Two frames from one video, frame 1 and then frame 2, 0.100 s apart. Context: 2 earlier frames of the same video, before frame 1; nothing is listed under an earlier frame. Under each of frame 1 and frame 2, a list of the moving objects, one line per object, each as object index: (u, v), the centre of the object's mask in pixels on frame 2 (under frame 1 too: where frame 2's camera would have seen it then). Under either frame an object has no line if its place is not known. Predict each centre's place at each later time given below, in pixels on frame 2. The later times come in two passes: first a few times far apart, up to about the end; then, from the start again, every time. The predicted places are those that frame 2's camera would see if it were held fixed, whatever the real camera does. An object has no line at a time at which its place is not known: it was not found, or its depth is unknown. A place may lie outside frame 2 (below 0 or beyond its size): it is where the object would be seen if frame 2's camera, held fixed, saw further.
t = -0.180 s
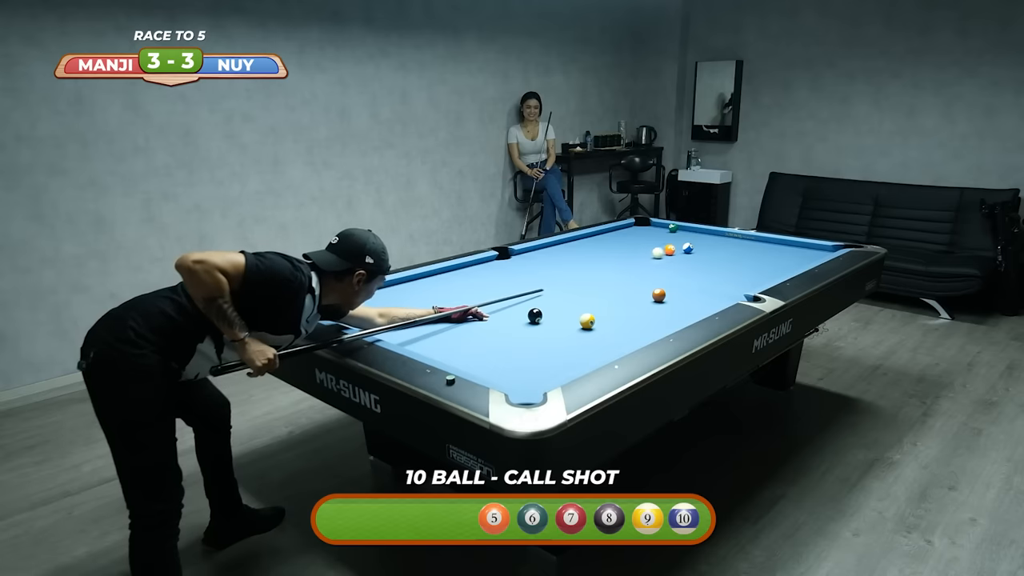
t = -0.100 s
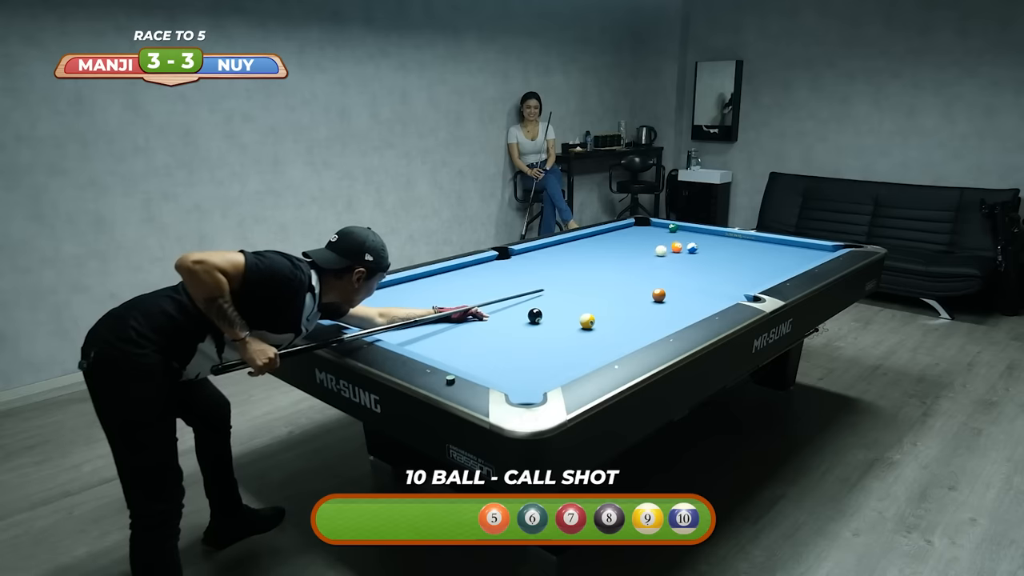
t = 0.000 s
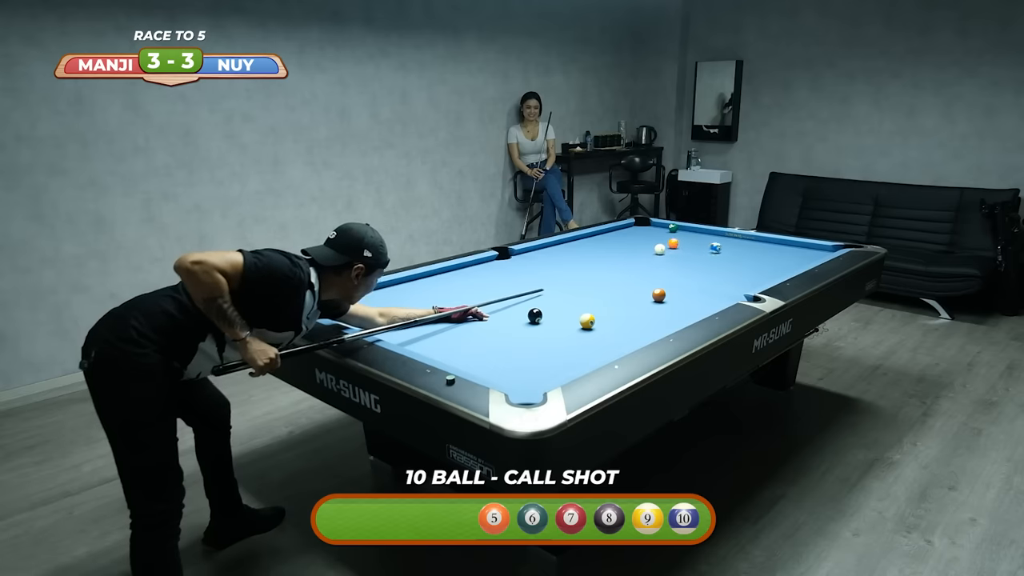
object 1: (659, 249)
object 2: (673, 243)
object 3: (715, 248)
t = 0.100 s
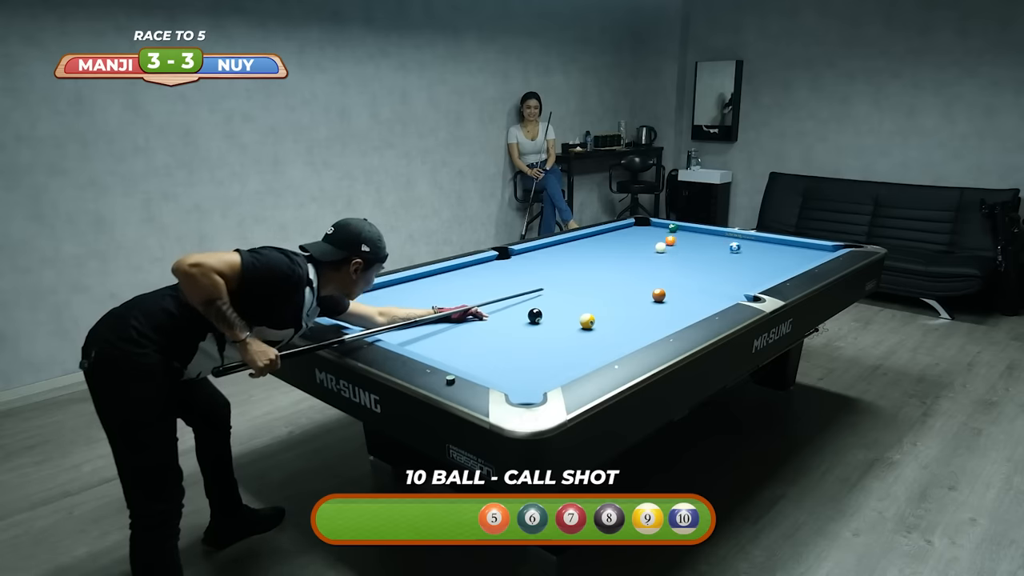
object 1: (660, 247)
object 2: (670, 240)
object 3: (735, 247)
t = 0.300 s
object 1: (663, 244)
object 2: (665, 234)
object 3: (770, 247)
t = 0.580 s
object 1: (665, 239)
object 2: (659, 228)
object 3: (818, 246)
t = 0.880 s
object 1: (668, 235)
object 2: (649, 223)
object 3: (829, 250)
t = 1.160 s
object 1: (670, 231)
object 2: (636, 224)
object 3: (812, 252)
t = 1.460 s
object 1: (672, 229)
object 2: (635, 226)
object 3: (794, 253)
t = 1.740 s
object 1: (673, 229)
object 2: (634, 229)
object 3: (778, 253)
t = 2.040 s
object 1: (673, 228)
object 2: (634, 231)
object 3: (762, 254)
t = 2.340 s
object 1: (673, 229)
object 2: (634, 232)
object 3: (749, 253)
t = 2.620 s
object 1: (673, 229)
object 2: (634, 234)
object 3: (737, 254)
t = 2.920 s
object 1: (673, 228)
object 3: (727, 254)
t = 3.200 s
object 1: (673, 229)
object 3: (717, 254)
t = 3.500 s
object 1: (673, 228)
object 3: (710, 254)
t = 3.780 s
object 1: (673, 228)
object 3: (703, 254)
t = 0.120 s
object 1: (660, 247)
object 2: (670, 239)
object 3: (738, 247)
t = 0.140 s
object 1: (660, 246)
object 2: (669, 239)
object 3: (742, 248)
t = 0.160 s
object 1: (661, 246)
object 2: (668, 238)
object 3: (744, 248)
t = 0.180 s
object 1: (661, 246)
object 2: (668, 237)
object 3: (748, 247)
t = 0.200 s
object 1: (661, 245)
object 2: (667, 237)
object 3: (752, 247)
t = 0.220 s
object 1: (662, 245)
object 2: (667, 237)
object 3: (756, 247)
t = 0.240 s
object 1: (662, 245)
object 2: (667, 236)
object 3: (759, 248)
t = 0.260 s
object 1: (662, 244)
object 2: (666, 235)
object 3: (762, 247)
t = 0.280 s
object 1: (662, 244)
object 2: (666, 235)
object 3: (766, 247)
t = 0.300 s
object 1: (663, 244)
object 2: (665, 234)
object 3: (770, 247)
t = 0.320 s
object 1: (663, 244)
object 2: (665, 234)
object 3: (773, 247)
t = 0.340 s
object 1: (663, 243)
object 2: (664, 234)
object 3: (776, 247)
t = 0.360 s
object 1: (663, 243)
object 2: (664, 233)
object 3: (780, 247)
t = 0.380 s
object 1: (664, 242)
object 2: (663, 232)
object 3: (783, 247)
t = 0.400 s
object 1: (664, 242)
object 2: (663, 232)
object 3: (787, 246)
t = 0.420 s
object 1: (664, 242)
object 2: (662, 232)
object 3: (790, 247)
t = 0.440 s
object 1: (664, 241)
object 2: (662, 231)
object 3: (793, 247)
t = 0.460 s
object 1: (664, 241)
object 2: (661, 231)
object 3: (796, 247)
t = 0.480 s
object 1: (665, 241)
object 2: (661, 230)
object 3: (801, 246)
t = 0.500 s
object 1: (665, 240)
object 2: (660, 230)
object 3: (804, 246)
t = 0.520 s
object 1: (665, 240)
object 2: (660, 229)
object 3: (807, 247)
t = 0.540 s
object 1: (665, 240)
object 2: (660, 229)
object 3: (810, 247)
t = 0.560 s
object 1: (665, 240)
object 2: (659, 229)
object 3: (814, 246)
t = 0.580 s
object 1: (665, 239)
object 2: (659, 228)
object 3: (818, 246)
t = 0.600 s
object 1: (666, 239)
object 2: (658, 228)
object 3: (821, 247)
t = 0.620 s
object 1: (666, 239)
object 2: (658, 227)
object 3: (821, 247)
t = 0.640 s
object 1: (666, 238)
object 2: (657, 227)
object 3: (822, 248)
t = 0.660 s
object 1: (666, 238)
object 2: (657, 226)
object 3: (823, 248)
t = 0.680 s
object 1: (666, 238)
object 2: (657, 226)
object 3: (824, 249)
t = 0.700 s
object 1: (667, 238)
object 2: (656, 225)
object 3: (825, 249)
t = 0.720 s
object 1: (667, 237)
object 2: (656, 225)
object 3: (826, 250)
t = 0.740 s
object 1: (667, 237)
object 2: (656, 225)
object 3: (828, 250)
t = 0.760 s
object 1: (667, 237)
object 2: (655, 224)
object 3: (829, 250)
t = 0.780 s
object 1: (667, 236)
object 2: (655, 224)
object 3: (830, 250)
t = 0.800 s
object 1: (667, 236)
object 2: (654, 224)
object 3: (831, 250)
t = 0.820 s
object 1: (668, 236)
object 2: (653, 223)
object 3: (832, 250)
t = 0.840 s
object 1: (668, 235)
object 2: (652, 223)
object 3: (832, 250)
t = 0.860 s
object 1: (668, 235)
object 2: (650, 223)
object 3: (831, 250)
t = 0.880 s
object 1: (668, 235)
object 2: (649, 223)
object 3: (829, 250)
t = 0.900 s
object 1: (668, 235)
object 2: (648, 224)
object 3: (828, 250)
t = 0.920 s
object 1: (669, 234)
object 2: (647, 224)
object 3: (826, 251)
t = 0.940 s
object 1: (669, 234)
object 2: (645, 223)
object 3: (825, 251)
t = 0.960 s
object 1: (669, 234)
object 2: (644, 224)
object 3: (823, 251)
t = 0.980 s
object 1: (669, 234)
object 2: (643, 224)
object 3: (822, 251)
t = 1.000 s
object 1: (669, 233)
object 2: (642, 224)
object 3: (821, 252)
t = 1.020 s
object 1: (670, 233)
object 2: (640, 223)
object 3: (820, 252)
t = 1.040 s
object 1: (670, 233)
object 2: (639, 224)
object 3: (819, 252)
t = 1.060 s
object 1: (670, 233)
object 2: (638, 224)
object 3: (818, 252)
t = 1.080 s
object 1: (670, 232)
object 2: (637, 224)
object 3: (817, 252)
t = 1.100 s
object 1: (670, 232)
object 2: (636, 223)
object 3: (816, 252)
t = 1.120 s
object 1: (670, 232)
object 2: (636, 224)
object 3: (814, 252)
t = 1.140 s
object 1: (670, 232)
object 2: (636, 223)
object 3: (813, 252)
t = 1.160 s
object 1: (670, 231)
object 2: (636, 224)
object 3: (812, 252)
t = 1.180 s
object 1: (671, 231)
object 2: (636, 224)
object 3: (810, 252)
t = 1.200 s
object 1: (671, 231)
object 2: (635, 224)
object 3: (810, 252)
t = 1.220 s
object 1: (671, 231)
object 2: (635, 224)
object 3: (808, 252)
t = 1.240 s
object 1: (671, 230)
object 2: (635, 224)
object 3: (807, 252)
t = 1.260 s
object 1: (671, 230)
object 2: (635, 225)
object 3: (805, 252)
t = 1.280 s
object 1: (672, 229)
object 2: (635, 225)
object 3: (804, 252)
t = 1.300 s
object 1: (672, 229)
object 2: (635, 225)
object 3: (803, 252)
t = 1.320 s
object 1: (672, 229)
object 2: (635, 225)
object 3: (802, 252)
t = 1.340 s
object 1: (672, 229)
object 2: (635, 225)
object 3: (800, 252)
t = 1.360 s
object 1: (672, 229)
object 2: (635, 225)
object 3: (799, 252)
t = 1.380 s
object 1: (672, 229)
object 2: (635, 226)
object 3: (798, 252)
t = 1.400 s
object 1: (672, 229)
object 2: (635, 226)
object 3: (797, 253)
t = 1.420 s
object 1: (672, 229)
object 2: (635, 226)
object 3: (796, 253)
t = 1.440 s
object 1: (672, 229)
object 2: (635, 226)
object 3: (795, 253)
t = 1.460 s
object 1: (672, 229)
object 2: (635, 226)
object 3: (794, 253)
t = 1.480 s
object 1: (672, 229)
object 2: (635, 226)
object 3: (792, 253)
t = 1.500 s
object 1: (672, 229)
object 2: (635, 227)
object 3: (791, 253)
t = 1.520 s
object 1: (672, 229)
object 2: (635, 227)
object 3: (790, 253)
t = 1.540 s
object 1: (672, 229)
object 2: (635, 227)
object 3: (789, 253)
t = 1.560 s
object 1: (672, 229)
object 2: (635, 227)
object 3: (788, 253)
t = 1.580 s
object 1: (672, 229)
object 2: (635, 227)
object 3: (787, 253)
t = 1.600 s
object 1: (672, 229)
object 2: (635, 227)
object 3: (786, 253)
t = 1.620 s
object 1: (672, 229)
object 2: (635, 228)
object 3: (785, 253)
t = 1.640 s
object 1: (672, 229)
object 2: (635, 228)
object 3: (784, 253)
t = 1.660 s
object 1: (672, 229)
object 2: (635, 228)
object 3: (782, 253)
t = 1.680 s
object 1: (672, 229)
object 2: (634, 228)
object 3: (781, 253)
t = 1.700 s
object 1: (672, 229)
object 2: (634, 228)
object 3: (780, 253)
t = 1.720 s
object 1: (672, 229)
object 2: (634, 228)
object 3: (779, 253)
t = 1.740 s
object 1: (673, 229)
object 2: (634, 229)
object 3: (778, 253)
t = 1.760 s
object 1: (673, 229)
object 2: (634, 229)
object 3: (777, 253)
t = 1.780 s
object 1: (673, 228)
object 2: (634, 229)
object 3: (776, 253)
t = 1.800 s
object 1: (673, 228)
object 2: (634, 229)
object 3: (775, 253)
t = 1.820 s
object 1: (673, 229)
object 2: (634, 229)
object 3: (773, 253)
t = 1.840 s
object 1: (673, 229)
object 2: (634, 229)
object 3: (772, 253)
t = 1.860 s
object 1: (673, 229)
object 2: (634, 230)
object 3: (772, 253)
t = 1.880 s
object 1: (673, 229)
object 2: (634, 230)
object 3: (771, 253)
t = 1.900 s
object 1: (673, 229)
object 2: (634, 230)
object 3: (770, 253)
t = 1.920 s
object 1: (673, 229)
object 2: (634, 230)
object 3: (769, 253)
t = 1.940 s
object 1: (673, 229)
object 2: (634, 230)
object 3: (768, 253)
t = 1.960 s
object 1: (673, 229)
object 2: (634, 230)
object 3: (767, 253)
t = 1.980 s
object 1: (673, 229)
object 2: (634, 230)
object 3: (766, 253)
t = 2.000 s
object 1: (673, 228)
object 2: (634, 230)
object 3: (765, 253)
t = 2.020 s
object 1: (673, 228)
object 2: (634, 230)
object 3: (764, 253)
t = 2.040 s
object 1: (673, 228)
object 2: (634, 231)
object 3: (762, 254)
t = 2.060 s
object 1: (673, 229)
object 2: (634, 231)
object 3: (762, 254)
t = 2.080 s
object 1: (673, 229)
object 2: (634, 231)
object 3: (761, 253)
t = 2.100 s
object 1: (673, 229)
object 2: (634, 231)
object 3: (760, 253)
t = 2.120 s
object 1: (673, 229)
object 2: (634, 231)
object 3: (759, 253)
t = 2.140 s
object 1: (673, 229)
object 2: (634, 231)
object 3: (758, 253)
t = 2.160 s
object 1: (673, 229)
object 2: (634, 231)
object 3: (757, 253)
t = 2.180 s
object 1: (673, 228)
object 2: (634, 231)
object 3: (756, 253)
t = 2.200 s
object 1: (673, 229)
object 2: (634, 231)
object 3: (755, 253)
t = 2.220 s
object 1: (673, 229)
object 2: (634, 231)
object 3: (754, 253)
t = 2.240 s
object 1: (673, 229)
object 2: (634, 231)
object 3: (753, 253)
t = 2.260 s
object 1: (673, 229)
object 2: (634, 232)
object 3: (752, 253)
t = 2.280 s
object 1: (673, 229)
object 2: (634, 232)
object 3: (751, 253)
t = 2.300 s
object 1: (673, 229)
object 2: (634, 232)
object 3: (751, 253)
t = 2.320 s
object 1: (673, 229)
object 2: (634, 232)
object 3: (750, 253)
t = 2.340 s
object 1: (673, 229)
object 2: (634, 232)
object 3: (749, 253)
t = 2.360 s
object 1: (673, 229)
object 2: (634, 232)
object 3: (748, 254)
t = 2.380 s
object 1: (673, 229)
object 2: (634, 232)
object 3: (747, 254)
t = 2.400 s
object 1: (673, 229)
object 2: (634, 232)
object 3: (746, 254)
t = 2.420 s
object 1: (673, 229)
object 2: (634, 233)
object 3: (745, 254)
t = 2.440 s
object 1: (673, 229)
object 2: (634, 233)
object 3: (744, 254)
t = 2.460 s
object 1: (673, 229)
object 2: (634, 233)
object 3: (744, 254)
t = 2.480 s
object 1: (673, 229)
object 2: (634, 233)
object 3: (743, 254)
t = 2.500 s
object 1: (673, 229)
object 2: (634, 234)
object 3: (742, 254)
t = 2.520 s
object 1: (673, 229)
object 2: (634, 233)
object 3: (742, 254)
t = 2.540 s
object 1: (673, 229)
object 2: (634, 233)
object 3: (741, 254)
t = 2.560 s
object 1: (673, 229)
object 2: (634, 233)
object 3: (740, 254)
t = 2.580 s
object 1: (673, 229)
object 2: (634, 233)
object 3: (739, 254)
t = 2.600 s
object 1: (673, 229)
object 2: (634, 234)
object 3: (738, 254)
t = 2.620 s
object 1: (673, 229)
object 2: (634, 234)
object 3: (737, 254)
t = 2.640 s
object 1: (673, 229)
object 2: (634, 234)
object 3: (737, 254)
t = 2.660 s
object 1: (673, 229)
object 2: (634, 234)
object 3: (736, 254)
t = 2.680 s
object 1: (673, 229)
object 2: (634, 234)
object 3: (735, 254)
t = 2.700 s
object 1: (673, 229)
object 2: (634, 234)
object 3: (734, 254)
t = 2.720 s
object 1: (673, 228)
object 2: (634, 235)
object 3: (734, 254)
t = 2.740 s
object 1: (673, 229)
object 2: (634, 235)
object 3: (733, 254)
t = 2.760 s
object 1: (673, 228)
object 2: (634, 235)
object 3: (732, 254)
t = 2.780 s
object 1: (673, 229)
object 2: (634, 235)
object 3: (732, 254)
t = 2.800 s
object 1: (673, 229)
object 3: (731, 254)
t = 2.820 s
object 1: (673, 228)
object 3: (730, 254)
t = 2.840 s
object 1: (673, 229)
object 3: (730, 254)
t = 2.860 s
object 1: (673, 228)
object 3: (729, 254)
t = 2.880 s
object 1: (673, 229)
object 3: (728, 254)
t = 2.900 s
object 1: (673, 229)
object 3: (727, 254)
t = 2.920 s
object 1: (673, 228)
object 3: (727, 254)
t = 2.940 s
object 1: (673, 229)
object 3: (726, 254)
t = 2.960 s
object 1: (673, 228)
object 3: (725, 254)
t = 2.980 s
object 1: (673, 229)
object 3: (725, 254)
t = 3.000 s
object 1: (673, 229)
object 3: (724, 254)
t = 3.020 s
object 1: (673, 229)
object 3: (723, 254)
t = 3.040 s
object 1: (673, 229)
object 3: (723, 254)
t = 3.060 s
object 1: (673, 228)
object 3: (722, 254)
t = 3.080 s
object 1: (673, 228)
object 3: (721, 254)
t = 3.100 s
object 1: (673, 228)
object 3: (721, 254)
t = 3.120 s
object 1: (673, 228)
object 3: (720, 254)
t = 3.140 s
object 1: (673, 229)
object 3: (719, 254)
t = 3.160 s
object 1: (673, 229)
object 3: (719, 254)
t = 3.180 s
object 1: (673, 228)
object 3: (718, 254)
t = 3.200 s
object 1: (673, 229)
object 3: (717, 254)
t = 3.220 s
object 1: (673, 228)
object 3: (717, 254)
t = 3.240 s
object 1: (673, 229)
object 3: (716, 254)
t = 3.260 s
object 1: (673, 228)
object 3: (716, 254)
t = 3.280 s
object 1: (673, 229)
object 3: (715, 254)
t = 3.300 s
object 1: (673, 229)
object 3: (715, 254)
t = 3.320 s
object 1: (673, 229)
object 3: (714, 254)
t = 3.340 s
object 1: (673, 228)
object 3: (714, 254)
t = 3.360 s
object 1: (673, 229)
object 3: (713, 254)
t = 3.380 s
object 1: (673, 228)
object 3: (712, 254)
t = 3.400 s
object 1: (673, 228)
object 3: (712, 254)
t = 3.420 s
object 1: (673, 229)
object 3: (712, 254)
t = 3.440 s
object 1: (673, 229)
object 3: (711, 254)
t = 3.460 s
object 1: (673, 228)
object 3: (710, 254)
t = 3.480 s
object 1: (673, 228)
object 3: (710, 254)
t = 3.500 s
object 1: (673, 228)
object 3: (710, 254)
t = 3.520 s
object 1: (673, 229)
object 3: (709, 255)
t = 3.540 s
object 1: (673, 229)
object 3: (709, 254)
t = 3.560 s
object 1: (673, 228)
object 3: (708, 254)
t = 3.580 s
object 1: (673, 229)
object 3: (708, 254)
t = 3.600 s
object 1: (673, 229)
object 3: (707, 254)
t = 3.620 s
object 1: (673, 229)
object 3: (707, 254)
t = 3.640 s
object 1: (673, 228)
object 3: (706, 254)
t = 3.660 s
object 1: (673, 228)
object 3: (706, 254)
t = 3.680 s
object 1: (673, 229)
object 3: (705, 254)
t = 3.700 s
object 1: (673, 228)
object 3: (705, 254)
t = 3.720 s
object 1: (673, 228)
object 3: (704, 254)
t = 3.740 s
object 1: (673, 228)
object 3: (704, 254)
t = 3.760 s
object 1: (673, 228)
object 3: (704, 254)
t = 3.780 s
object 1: (673, 228)
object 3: (703, 254)
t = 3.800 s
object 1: (673, 228)
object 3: (703, 254)
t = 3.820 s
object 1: (673, 228)
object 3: (703, 254)
